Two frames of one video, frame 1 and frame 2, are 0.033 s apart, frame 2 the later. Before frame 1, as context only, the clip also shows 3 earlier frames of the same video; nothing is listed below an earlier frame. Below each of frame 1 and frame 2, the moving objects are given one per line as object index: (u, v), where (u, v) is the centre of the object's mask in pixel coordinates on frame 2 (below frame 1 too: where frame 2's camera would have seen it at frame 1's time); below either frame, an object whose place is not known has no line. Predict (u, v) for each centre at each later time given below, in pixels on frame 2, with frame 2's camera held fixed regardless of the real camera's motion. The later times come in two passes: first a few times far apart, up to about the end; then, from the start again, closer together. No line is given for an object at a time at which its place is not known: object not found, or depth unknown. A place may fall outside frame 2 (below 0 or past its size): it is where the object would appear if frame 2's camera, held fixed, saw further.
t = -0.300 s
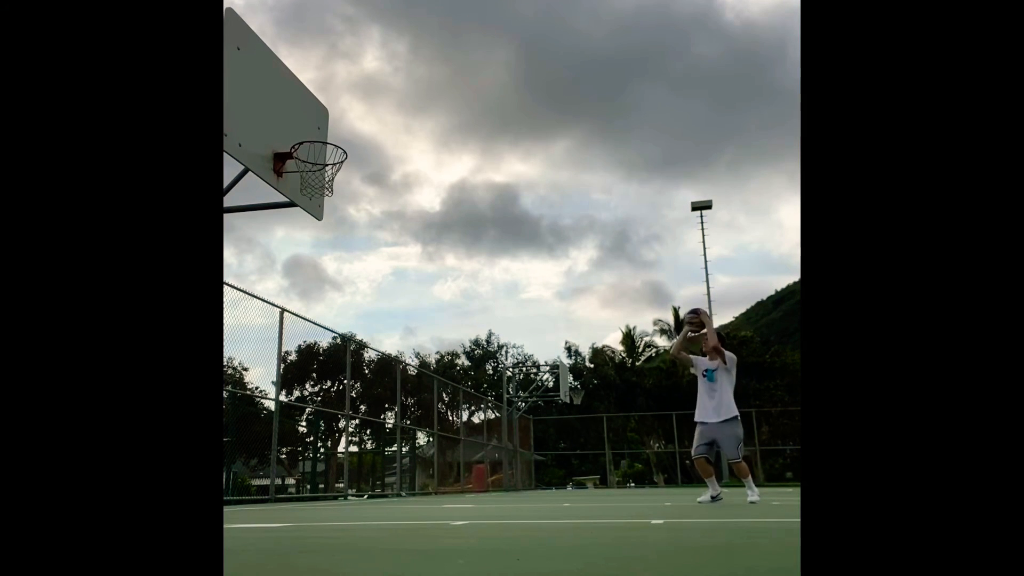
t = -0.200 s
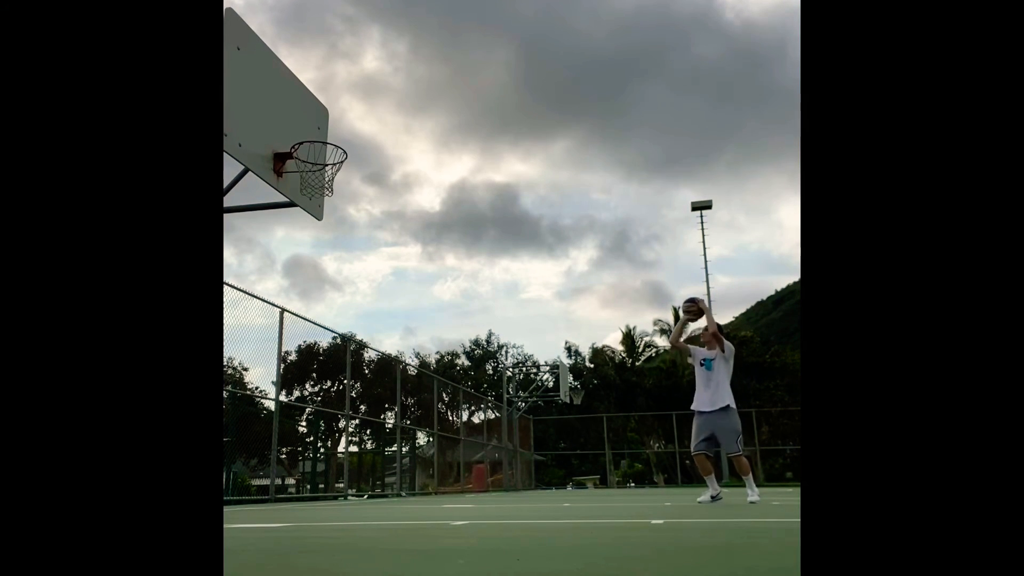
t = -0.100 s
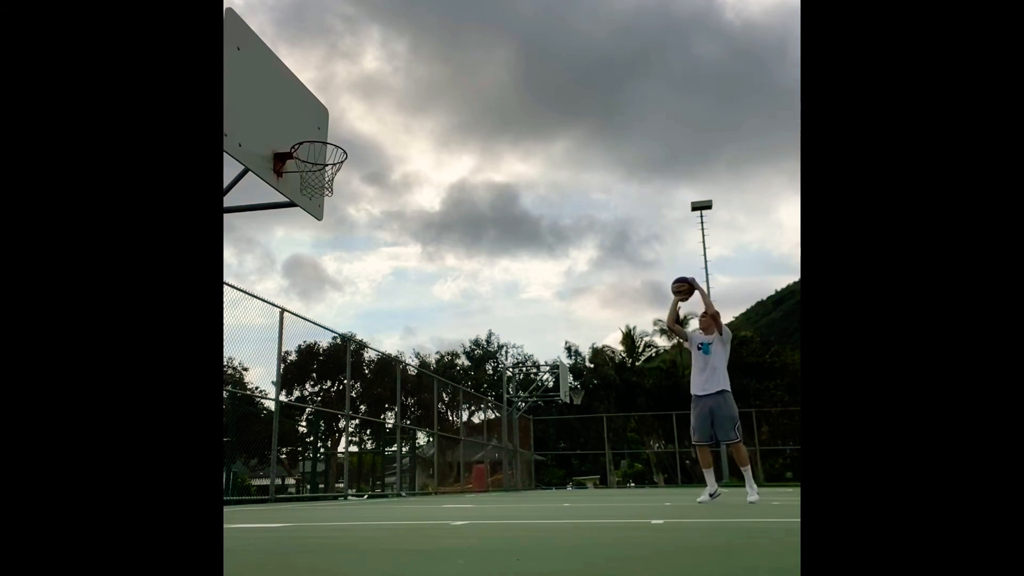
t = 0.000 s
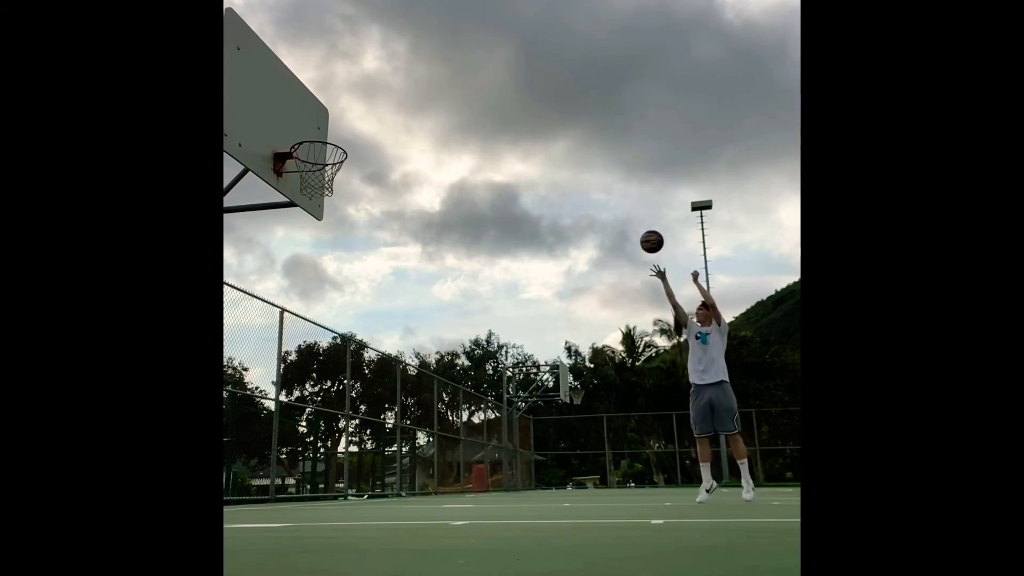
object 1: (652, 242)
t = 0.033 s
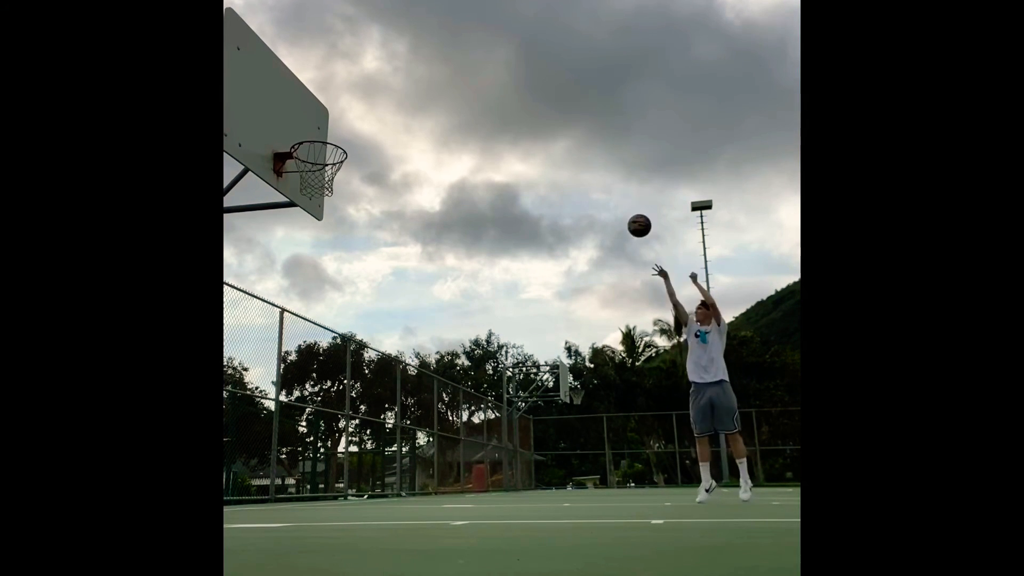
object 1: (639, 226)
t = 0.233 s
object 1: (565, 150)
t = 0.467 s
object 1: (477, 106)
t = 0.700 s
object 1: (384, 109)
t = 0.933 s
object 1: (314, 174)
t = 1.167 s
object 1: (326, 183)
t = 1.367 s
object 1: (309, 196)
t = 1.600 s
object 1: (285, 264)
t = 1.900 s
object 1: (240, 477)
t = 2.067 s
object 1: (236, 398)
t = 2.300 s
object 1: (232, 286)
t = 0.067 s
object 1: (627, 211)
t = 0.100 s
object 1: (614, 197)
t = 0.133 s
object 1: (602, 183)
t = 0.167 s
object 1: (590, 171)
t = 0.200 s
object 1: (577, 160)
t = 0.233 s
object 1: (565, 150)
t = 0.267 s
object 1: (553, 141)
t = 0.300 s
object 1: (540, 133)
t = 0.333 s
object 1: (528, 125)
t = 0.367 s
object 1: (515, 119)
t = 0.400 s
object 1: (503, 114)
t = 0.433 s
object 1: (490, 109)
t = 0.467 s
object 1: (477, 106)
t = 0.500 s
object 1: (464, 103)
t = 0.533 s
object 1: (451, 101)
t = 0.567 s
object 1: (438, 101)
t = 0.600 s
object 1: (425, 101)
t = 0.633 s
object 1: (411, 103)
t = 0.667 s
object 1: (398, 106)
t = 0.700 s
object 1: (384, 109)
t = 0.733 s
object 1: (370, 114)
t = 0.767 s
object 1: (355, 121)
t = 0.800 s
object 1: (341, 128)
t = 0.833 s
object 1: (325, 137)
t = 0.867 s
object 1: (310, 148)
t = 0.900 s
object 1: (310, 160)
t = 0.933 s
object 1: (314, 174)
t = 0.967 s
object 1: (319, 181)
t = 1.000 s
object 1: (325, 182)
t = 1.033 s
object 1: (330, 178)
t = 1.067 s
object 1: (331, 179)
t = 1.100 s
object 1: (330, 180)
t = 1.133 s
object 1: (328, 182)
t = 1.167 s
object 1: (326, 183)
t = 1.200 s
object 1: (323, 183)
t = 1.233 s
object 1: (321, 184)
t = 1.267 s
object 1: (318, 185)
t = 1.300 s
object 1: (315, 187)
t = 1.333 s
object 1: (312, 191)
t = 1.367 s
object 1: (309, 196)
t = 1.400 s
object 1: (307, 202)
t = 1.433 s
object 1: (303, 209)
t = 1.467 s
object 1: (300, 216)
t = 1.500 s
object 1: (296, 226)
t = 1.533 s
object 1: (293, 237)
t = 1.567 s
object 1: (289, 250)
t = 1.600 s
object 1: (285, 264)
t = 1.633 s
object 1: (281, 280)
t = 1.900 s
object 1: (240, 477)
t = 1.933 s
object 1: (236, 499)
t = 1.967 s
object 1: (237, 471)
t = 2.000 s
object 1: (237, 445)
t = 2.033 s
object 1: (236, 420)
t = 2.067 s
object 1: (236, 398)
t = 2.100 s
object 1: (235, 378)
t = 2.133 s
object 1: (235, 359)
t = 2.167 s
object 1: (235, 342)
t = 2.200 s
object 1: (234, 325)
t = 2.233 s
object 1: (233, 310)
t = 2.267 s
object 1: (233, 298)
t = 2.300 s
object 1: (232, 286)
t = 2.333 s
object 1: (231, 275)
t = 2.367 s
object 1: (231, 267)
